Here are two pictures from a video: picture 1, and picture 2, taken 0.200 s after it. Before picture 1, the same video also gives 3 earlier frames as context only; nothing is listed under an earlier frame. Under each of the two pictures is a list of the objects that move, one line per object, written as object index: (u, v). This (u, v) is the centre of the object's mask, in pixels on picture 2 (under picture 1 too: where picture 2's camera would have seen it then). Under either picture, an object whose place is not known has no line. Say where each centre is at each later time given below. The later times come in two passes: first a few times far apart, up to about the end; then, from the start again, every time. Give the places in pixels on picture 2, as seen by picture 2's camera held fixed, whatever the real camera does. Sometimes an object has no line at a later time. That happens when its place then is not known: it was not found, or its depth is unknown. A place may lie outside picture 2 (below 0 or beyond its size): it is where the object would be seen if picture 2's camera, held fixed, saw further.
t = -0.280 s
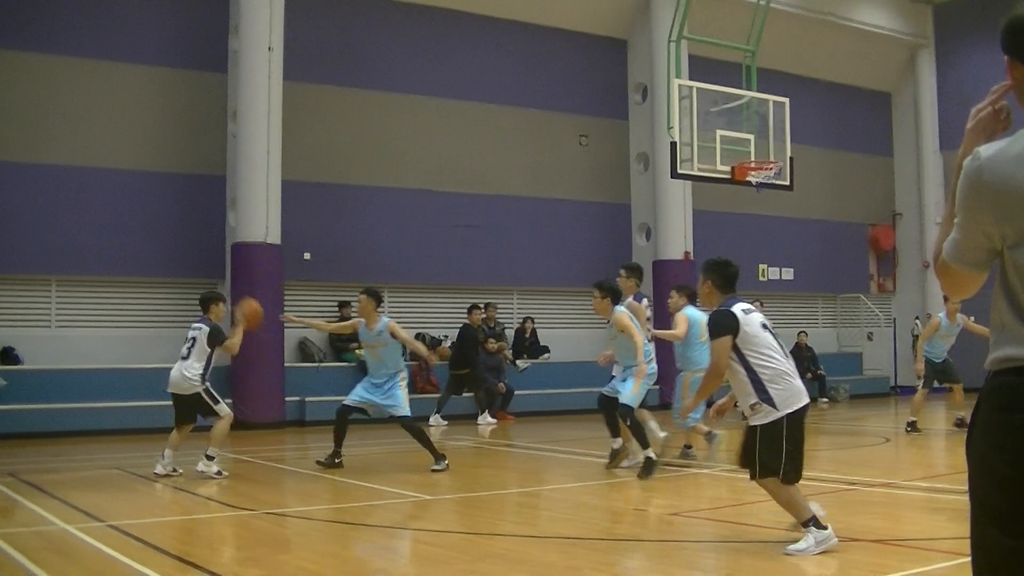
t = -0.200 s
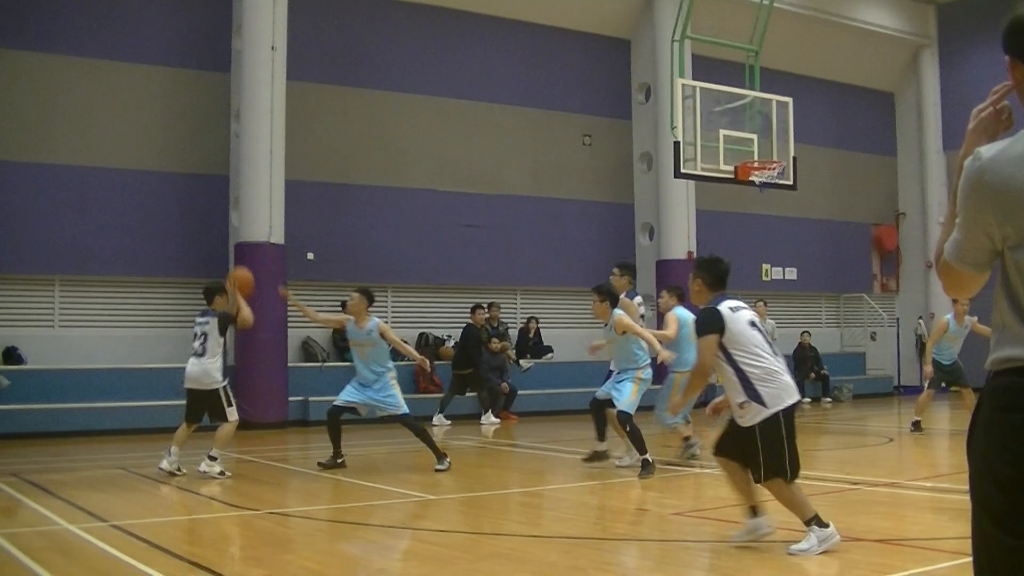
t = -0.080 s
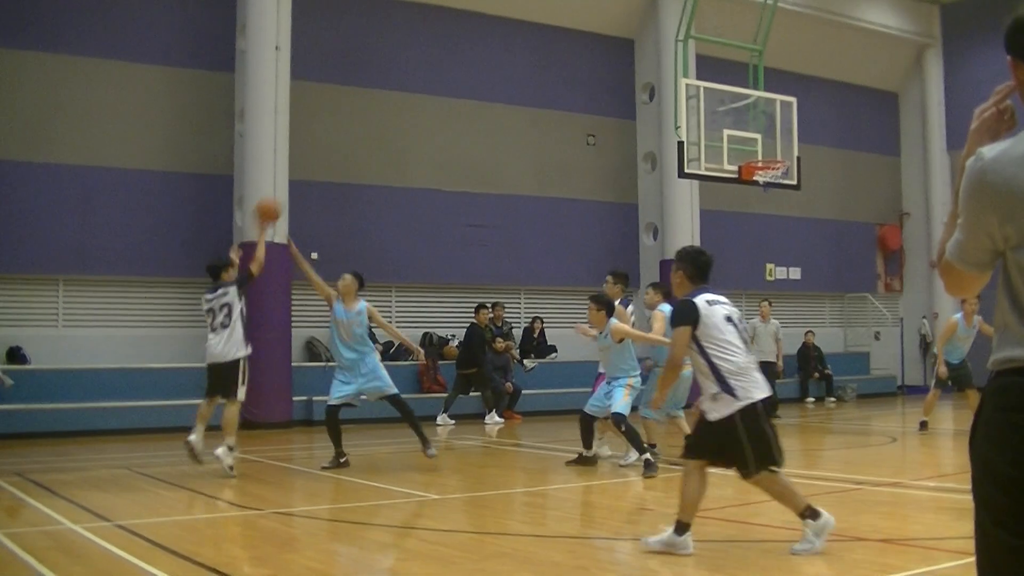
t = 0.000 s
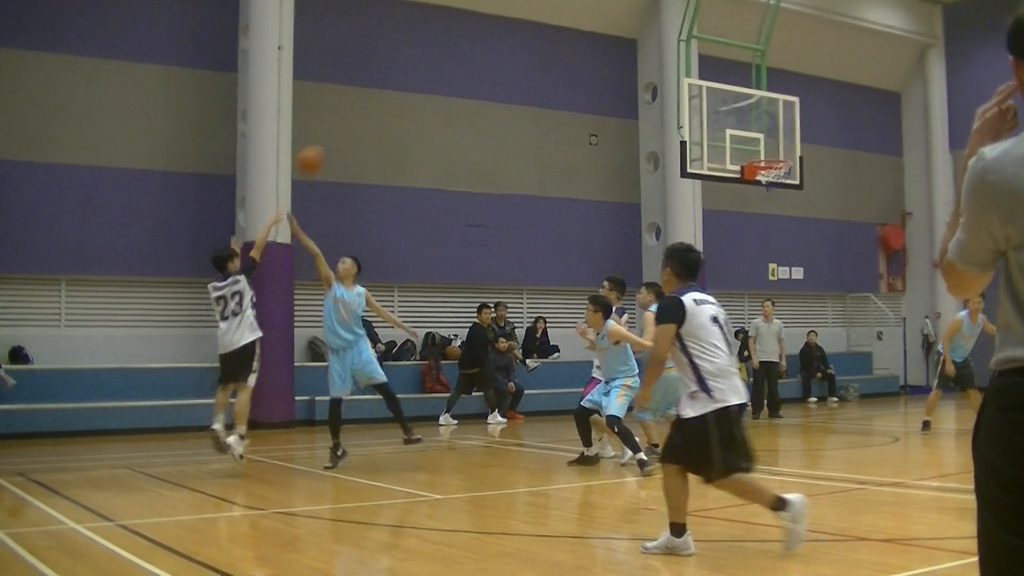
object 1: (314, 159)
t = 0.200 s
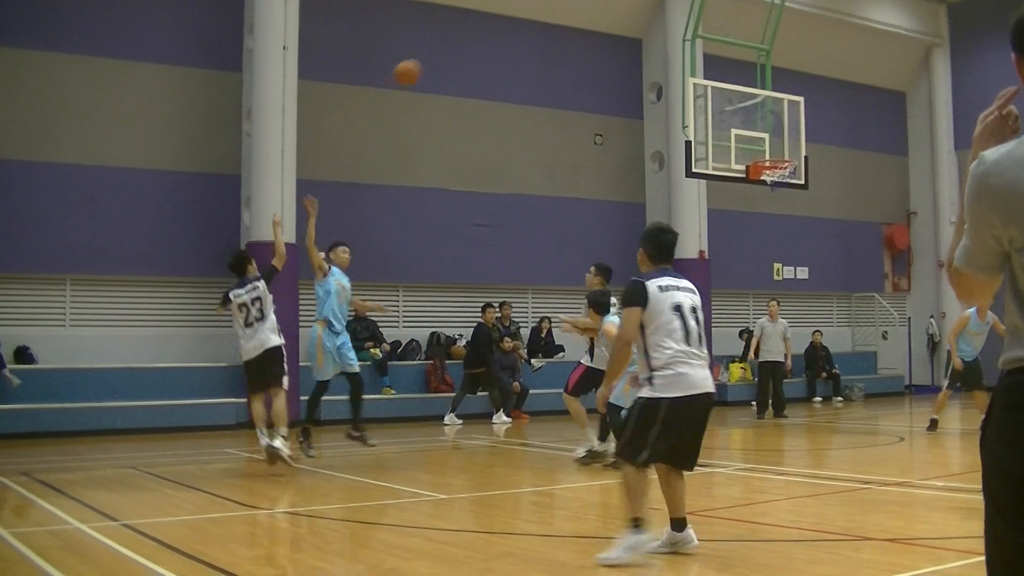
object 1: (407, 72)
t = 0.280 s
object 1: (442, 51)
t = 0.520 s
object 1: (537, 27)
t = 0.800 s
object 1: (636, 64)
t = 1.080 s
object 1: (689, 144)
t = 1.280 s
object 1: (694, 232)
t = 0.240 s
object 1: (425, 61)
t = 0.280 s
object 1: (442, 51)
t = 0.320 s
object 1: (458, 43)
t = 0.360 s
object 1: (475, 37)
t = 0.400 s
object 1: (491, 32)
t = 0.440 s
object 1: (506, 29)
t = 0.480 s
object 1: (521, 27)
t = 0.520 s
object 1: (537, 27)
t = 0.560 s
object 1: (552, 28)
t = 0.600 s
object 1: (567, 31)
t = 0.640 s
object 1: (581, 35)
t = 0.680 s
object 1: (596, 40)
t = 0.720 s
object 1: (610, 47)
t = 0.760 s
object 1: (624, 55)
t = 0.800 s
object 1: (636, 64)
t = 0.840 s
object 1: (651, 76)
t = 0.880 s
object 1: (664, 87)
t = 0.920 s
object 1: (677, 101)
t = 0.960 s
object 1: (686, 113)
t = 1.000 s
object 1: (687, 122)
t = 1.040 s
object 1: (688, 132)
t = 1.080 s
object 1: (689, 144)
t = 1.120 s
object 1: (690, 158)
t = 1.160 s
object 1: (691, 173)
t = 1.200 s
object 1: (692, 190)
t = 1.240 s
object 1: (694, 211)
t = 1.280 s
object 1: (694, 232)
